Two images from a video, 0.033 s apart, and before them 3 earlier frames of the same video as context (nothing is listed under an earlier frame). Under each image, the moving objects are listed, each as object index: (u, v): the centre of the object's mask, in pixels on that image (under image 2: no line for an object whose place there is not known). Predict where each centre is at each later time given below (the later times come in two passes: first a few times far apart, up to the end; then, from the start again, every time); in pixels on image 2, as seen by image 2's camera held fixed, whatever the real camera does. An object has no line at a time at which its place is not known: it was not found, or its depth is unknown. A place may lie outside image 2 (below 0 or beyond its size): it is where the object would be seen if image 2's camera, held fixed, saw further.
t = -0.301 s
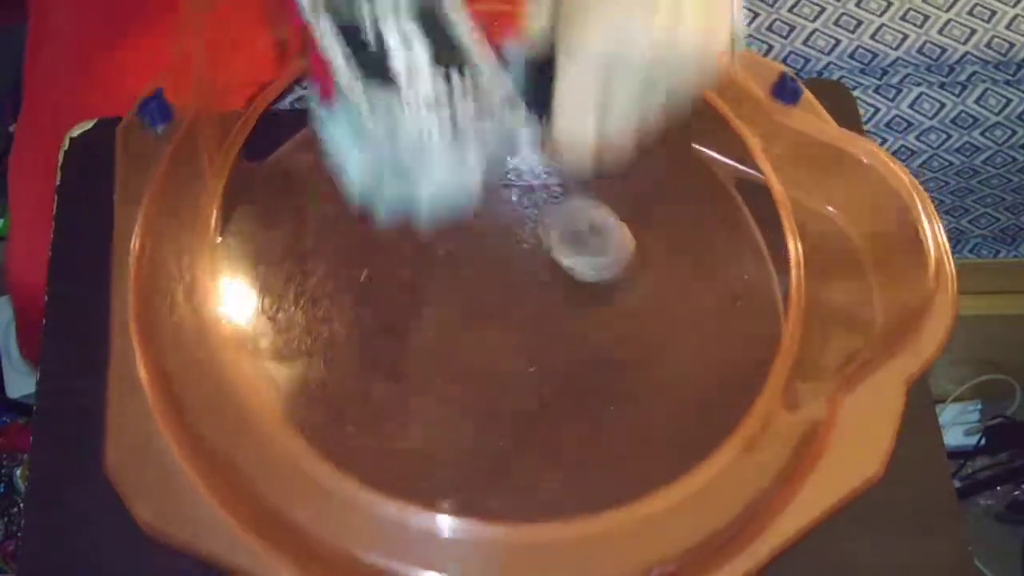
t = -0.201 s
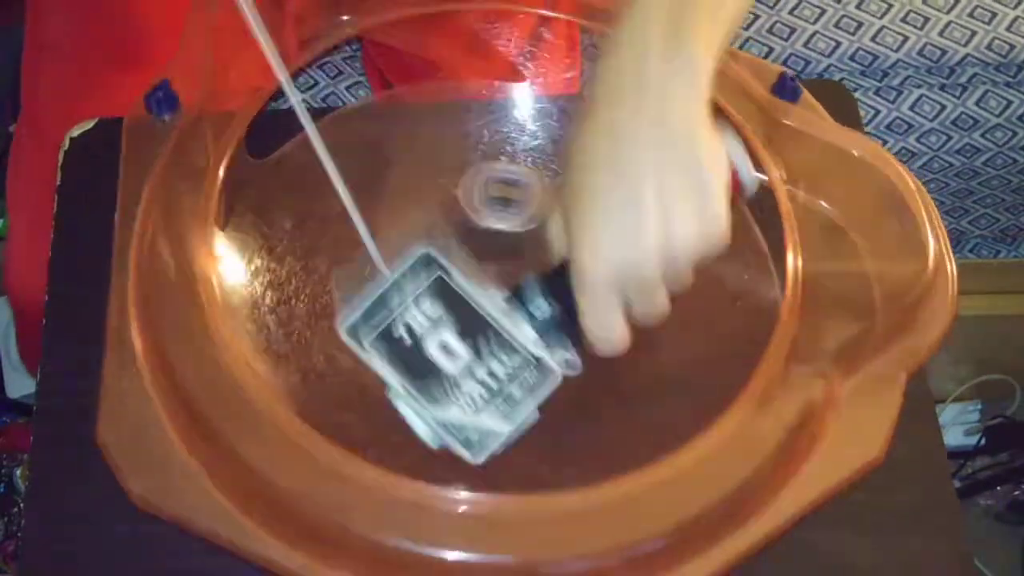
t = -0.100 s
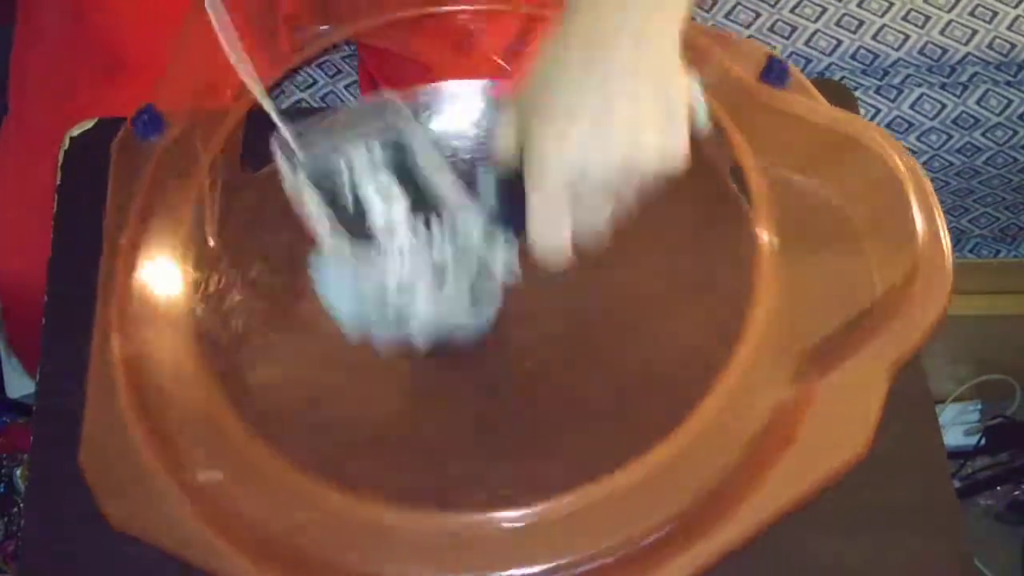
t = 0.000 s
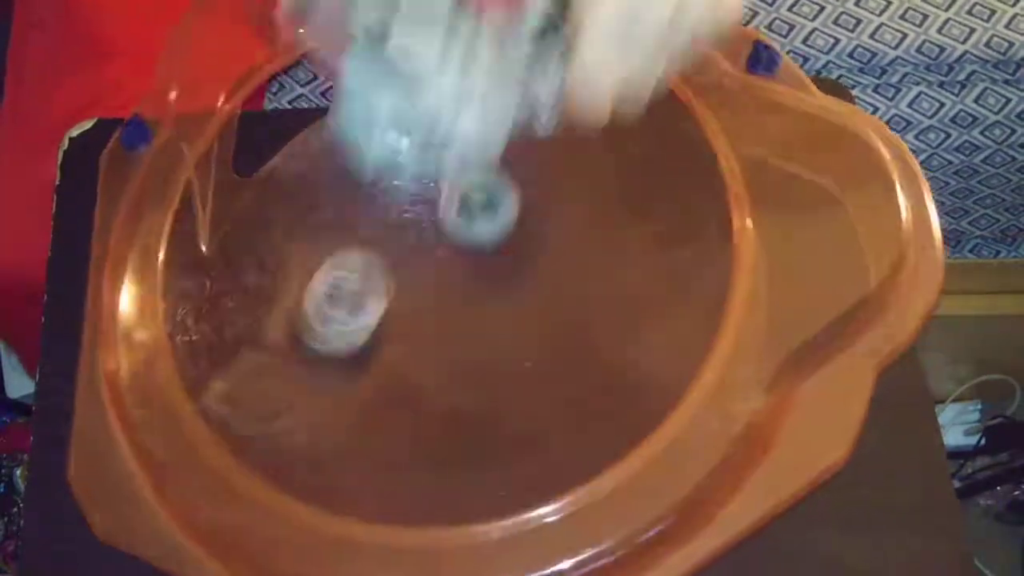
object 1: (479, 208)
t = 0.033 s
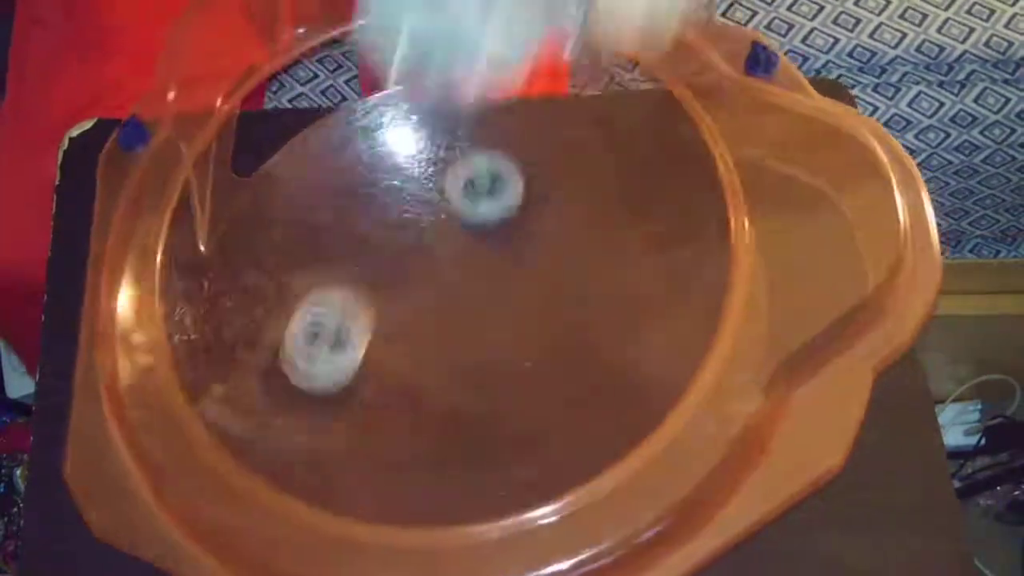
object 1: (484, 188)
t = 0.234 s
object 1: (440, 217)
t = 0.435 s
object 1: (461, 382)
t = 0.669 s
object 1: (515, 417)
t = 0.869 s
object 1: (553, 279)
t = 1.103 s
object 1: (429, 243)
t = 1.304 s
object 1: (416, 370)
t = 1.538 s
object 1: (551, 362)
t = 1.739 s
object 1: (519, 290)
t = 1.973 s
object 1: (450, 270)
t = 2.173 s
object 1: (428, 351)
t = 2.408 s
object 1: (546, 380)
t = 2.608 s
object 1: (551, 280)
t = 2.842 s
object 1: (441, 303)
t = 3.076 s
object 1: (466, 369)
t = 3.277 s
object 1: (545, 362)
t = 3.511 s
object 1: (513, 274)
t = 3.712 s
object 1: (422, 304)
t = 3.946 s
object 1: (470, 397)
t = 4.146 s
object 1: (533, 337)
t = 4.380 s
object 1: (463, 300)
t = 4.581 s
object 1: (417, 330)
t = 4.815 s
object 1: (468, 383)
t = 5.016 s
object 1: (541, 358)
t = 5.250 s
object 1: (524, 260)
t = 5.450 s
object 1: (515, 214)
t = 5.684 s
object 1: (433, 286)
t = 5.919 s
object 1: (430, 321)
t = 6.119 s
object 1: (444, 321)
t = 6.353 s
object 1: (417, 367)
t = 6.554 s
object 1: (445, 396)
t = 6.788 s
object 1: (476, 399)
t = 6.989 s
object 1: (567, 468)
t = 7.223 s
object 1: (571, 383)
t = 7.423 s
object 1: (553, 323)
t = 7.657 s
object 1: (513, 362)
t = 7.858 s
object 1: (484, 370)
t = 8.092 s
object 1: (456, 386)
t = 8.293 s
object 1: (456, 385)
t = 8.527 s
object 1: (449, 373)
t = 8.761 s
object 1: (450, 359)
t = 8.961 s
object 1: (421, 276)
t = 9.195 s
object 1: (448, 298)
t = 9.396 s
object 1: (507, 316)
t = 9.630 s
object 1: (530, 346)
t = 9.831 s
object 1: (537, 362)
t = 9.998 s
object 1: (532, 356)
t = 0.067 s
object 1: (477, 171)
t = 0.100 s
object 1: (468, 164)
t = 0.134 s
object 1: (457, 168)
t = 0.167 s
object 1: (448, 181)
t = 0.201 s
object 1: (442, 199)
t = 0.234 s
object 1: (440, 217)
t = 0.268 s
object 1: (442, 241)
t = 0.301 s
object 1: (445, 269)
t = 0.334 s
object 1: (449, 296)
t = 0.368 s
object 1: (453, 326)
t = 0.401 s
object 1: (458, 355)
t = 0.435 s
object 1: (461, 382)
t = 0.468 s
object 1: (464, 405)
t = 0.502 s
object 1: (468, 422)
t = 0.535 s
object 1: (474, 434)
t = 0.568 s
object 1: (482, 440)
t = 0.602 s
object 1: (492, 440)
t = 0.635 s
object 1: (504, 433)
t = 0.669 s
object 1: (515, 417)
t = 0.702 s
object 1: (526, 401)
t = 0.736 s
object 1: (538, 379)
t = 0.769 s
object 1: (547, 355)
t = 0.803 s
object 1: (553, 330)
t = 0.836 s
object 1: (555, 304)
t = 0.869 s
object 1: (553, 279)
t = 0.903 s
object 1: (545, 256)
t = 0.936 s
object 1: (532, 238)
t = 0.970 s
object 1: (512, 223)
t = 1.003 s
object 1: (493, 218)
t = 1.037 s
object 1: (470, 219)
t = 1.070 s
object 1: (449, 230)
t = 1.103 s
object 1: (429, 243)
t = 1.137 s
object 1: (409, 261)
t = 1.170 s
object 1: (394, 283)
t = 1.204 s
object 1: (388, 306)
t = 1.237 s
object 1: (391, 328)
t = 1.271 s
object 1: (401, 350)
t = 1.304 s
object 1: (416, 370)
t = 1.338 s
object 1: (436, 382)
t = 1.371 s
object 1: (456, 392)
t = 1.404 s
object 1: (479, 397)
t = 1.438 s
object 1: (502, 395)
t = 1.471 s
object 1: (522, 385)
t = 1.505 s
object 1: (539, 376)
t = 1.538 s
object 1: (551, 362)
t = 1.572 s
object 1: (555, 346)
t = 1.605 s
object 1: (554, 331)
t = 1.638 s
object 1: (548, 316)
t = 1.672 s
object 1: (538, 306)
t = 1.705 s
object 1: (529, 297)
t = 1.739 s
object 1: (519, 290)
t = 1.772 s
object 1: (507, 282)
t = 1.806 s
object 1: (496, 277)
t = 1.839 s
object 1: (484, 273)
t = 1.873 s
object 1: (475, 268)
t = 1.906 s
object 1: (466, 267)
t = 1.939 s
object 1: (458, 267)
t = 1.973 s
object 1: (450, 270)
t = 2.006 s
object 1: (441, 277)
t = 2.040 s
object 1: (435, 286)
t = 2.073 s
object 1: (429, 300)
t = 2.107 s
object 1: (425, 317)
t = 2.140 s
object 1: (425, 334)
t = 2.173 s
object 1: (428, 351)
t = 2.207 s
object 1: (437, 367)
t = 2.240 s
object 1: (449, 380)
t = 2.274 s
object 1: (463, 390)
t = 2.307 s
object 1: (481, 394)
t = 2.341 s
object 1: (502, 396)
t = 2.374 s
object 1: (525, 391)
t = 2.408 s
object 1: (546, 380)
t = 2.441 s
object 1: (562, 365)
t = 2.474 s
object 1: (572, 347)
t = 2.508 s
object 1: (576, 329)
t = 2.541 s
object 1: (574, 310)
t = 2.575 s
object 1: (564, 293)
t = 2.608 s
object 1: (551, 280)
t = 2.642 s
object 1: (534, 272)
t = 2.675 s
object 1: (516, 269)
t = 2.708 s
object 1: (497, 269)
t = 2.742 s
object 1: (480, 271)
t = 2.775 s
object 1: (464, 278)
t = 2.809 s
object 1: (450, 289)
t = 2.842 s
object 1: (441, 303)
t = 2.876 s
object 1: (436, 319)
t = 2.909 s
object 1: (435, 332)
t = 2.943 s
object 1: (437, 343)
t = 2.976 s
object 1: (442, 352)
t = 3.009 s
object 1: (449, 360)
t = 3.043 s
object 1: (457, 366)
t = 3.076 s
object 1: (466, 369)
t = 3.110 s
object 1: (478, 370)
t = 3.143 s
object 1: (491, 372)
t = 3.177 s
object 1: (506, 372)
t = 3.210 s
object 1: (520, 372)
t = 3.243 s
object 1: (534, 368)
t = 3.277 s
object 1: (545, 362)
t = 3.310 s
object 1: (553, 352)
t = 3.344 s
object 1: (557, 340)
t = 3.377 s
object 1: (554, 326)
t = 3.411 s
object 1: (549, 313)
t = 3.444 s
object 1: (541, 298)
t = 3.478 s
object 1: (527, 284)
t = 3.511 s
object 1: (513, 274)
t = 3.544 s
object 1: (496, 267)
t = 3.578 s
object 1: (480, 267)
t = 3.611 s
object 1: (464, 269)
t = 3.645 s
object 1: (446, 278)
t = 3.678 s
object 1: (432, 289)
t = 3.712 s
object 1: (422, 304)
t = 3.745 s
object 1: (415, 322)
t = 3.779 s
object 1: (412, 340)
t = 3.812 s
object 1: (416, 356)
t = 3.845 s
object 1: (424, 371)
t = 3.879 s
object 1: (437, 385)
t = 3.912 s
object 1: (453, 394)
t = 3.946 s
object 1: (470, 397)
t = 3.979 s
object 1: (490, 396)
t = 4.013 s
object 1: (506, 389)
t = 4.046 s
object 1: (519, 379)
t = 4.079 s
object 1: (529, 364)
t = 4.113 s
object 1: (533, 350)
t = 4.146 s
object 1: (533, 337)
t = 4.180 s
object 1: (529, 325)
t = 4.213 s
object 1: (522, 315)
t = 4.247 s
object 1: (513, 306)
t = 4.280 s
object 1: (502, 300)
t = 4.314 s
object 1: (490, 299)
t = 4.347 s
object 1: (476, 299)
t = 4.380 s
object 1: (463, 300)
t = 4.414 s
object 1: (452, 303)
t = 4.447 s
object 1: (445, 305)
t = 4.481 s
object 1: (439, 309)
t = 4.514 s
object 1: (431, 315)
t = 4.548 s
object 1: (424, 322)
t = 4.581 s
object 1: (417, 330)
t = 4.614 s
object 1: (416, 337)
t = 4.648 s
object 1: (418, 343)
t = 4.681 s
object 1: (424, 349)
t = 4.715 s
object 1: (432, 357)
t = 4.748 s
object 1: (443, 364)
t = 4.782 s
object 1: (455, 372)
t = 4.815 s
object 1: (468, 383)
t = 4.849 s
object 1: (485, 391)
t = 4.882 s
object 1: (500, 393)
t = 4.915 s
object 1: (514, 391)
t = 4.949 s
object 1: (526, 383)
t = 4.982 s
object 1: (535, 372)
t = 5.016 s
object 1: (541, 358)
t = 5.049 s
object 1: (543, 343)
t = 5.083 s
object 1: (543, 326)
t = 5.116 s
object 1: (540, 311)
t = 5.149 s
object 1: (535, 298)
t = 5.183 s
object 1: (528, 288)
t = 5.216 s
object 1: (519, 280)
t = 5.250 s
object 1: (524, 260)
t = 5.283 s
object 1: (531, 238)
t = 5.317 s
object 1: (536, 221)
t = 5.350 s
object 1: (536, 211)
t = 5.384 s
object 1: (532, 205)
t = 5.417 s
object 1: (525, 206)
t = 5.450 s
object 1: (515, 214)
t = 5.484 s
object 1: (505, 225)
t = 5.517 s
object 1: (493, 240)
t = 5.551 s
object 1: (480, 258)
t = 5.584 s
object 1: (467, 275)
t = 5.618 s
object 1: (454, 283)
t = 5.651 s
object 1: (441, 284)
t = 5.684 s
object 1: (433, 286)
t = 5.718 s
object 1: (429, 291)
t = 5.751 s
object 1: (430, 297)
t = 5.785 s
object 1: (433, 304)
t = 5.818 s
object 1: (438, 313)
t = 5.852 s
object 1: (446, 320)
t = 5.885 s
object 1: (441, 322)
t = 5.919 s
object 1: (430, 321)
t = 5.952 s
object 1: (423, 318)
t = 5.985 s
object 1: (421, 317)
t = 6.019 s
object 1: (422, 317)
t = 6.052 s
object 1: (428, 318)
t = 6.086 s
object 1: (435, 319)
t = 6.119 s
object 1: (444, 321)
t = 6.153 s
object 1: (456, 324)
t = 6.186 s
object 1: (469, 327)
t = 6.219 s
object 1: (463, 332)
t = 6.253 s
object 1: (444, 342)
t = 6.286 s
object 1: (430, 351)
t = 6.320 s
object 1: (422, 360)
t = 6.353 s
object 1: (417, 367)
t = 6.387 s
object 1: (417, 372)
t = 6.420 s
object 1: (423, 375)
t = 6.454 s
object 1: (430, 377)
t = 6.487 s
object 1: (437, 375)
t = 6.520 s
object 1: (446, 376)
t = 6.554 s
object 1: (445, 396)
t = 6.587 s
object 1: (446, 413)
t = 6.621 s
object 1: (449, 424)
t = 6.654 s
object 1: (454, 429)
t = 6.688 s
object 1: (458, 428)
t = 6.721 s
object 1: (463, 423)
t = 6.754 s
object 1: (469, 411)
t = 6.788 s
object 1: (476, 399)
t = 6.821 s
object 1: (484, 386)
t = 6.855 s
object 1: (492, 374)
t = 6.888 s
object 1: (510, 394)
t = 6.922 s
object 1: (534, 430)
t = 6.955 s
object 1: (553, 455)
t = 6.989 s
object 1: (567, 468)
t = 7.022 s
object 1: (577, 470)
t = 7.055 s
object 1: (584, 467)
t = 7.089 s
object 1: (588, 461)
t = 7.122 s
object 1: (589, 449)
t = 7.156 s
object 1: (586, 432)
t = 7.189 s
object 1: (580, 409)
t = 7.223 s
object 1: (571, 383)
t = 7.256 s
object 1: (559, 356)
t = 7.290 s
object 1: (545, 330)
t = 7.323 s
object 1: (531, 308)
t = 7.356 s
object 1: (538, 305)
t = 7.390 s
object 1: (546, 311)
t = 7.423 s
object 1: (553, 323)
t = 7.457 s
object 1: (557, 331)
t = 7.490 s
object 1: (556, 341)
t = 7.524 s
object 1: (550, 348)
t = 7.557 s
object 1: (541, 352)
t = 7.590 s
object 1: (531, 355)
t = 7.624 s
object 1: (521, 358)
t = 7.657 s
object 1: (513, 362)
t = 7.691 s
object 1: (504, 365)
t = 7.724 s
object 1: (498, 366)
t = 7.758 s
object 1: (493, 368)
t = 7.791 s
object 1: (489, 369)
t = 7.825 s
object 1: (486, 371)
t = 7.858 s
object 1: (484, 370)
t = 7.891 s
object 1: (483, 371)
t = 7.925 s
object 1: (480, 370)
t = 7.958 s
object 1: (478, 370)
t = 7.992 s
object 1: (473, 374)
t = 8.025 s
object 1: (467, 378)
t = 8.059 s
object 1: (461, 383)
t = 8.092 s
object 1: (456, 386)
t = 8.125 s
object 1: (453, 386)
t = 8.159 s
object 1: (451, 388)
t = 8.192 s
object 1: (452, 389)
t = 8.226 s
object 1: (453, 388)
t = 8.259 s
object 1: (455, 387)
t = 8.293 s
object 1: (456, 385)
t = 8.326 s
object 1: (455, 384)
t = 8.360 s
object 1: (455, 383)
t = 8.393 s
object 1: (455, 382)
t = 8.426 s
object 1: (457, 380)
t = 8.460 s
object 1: (456, 378)
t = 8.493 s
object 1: (452, 376)
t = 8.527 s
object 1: (449, 373)
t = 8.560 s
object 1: (444, 372)
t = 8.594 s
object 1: (443, 370)
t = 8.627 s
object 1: (443, 370)
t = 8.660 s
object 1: (445, 368)
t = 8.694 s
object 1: (448, 365)
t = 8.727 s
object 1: (449, 363)
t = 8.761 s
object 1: (450, 359)
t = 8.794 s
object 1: (448, 353)
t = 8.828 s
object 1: (443, 339)
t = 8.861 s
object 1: (436, 318)
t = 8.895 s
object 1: (429, 300)
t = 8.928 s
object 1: (424, 285)
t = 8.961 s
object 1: (421, 276)
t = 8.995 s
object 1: (421, 271)
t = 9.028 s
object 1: (423, 270)
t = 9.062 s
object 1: (426, 274)
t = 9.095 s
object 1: (432, 279)
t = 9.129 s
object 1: (438, 286)
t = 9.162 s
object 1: (443, 293)
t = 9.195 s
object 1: (448, 298)
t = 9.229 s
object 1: (453, 303)
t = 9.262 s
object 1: (462, 303)
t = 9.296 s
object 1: (476, 306)
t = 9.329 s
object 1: (488, 310)
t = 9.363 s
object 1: (498, 312)
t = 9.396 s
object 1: (507, 316)
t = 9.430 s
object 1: (512, 320)
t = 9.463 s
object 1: (516, 327)
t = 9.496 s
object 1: (520, 329)
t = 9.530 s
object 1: (523, 334)
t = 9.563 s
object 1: (525, 333)
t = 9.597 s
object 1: (526, 338)
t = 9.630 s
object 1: (530, 346)
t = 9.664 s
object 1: (533, 352)
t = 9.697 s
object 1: (537, 355)
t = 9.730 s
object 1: (541, 359)
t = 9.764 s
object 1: (541, 360)
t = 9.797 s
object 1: (539, 362)
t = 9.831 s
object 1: (537, 362)
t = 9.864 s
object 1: (536, 364)
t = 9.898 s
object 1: (536, 361)
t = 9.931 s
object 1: (536, 361)
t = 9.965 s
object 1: (534, 358)
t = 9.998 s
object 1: (532, 356)
